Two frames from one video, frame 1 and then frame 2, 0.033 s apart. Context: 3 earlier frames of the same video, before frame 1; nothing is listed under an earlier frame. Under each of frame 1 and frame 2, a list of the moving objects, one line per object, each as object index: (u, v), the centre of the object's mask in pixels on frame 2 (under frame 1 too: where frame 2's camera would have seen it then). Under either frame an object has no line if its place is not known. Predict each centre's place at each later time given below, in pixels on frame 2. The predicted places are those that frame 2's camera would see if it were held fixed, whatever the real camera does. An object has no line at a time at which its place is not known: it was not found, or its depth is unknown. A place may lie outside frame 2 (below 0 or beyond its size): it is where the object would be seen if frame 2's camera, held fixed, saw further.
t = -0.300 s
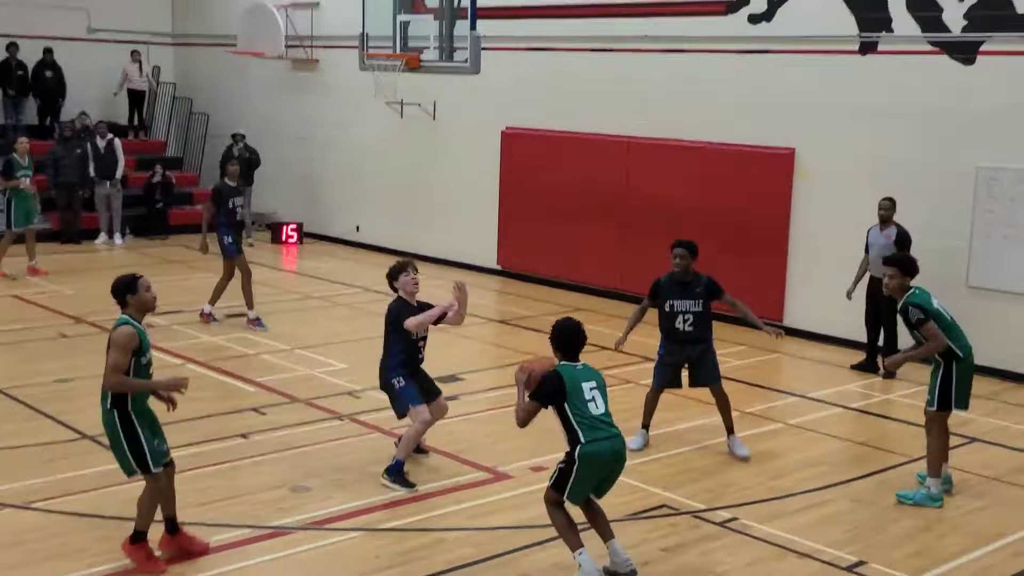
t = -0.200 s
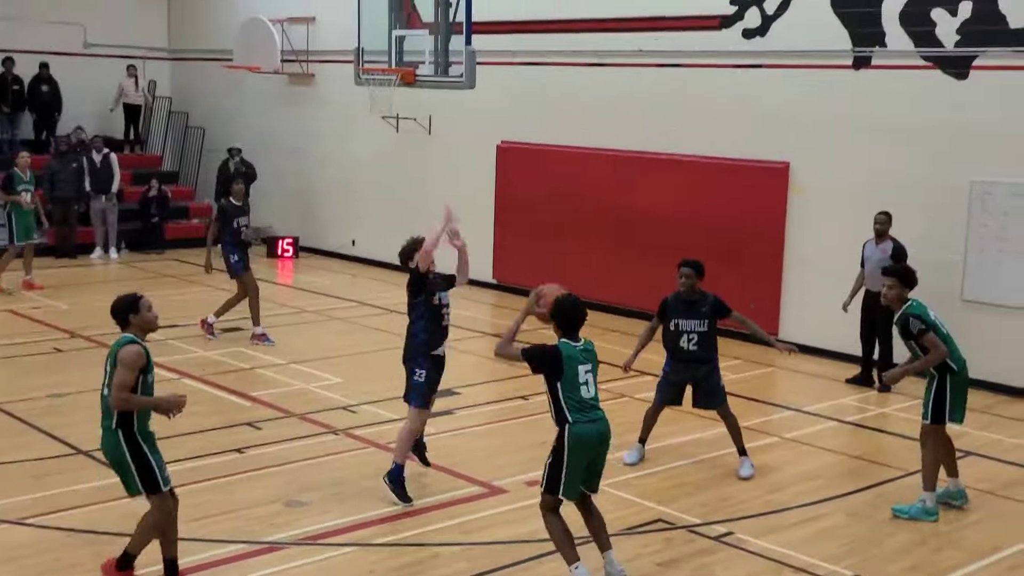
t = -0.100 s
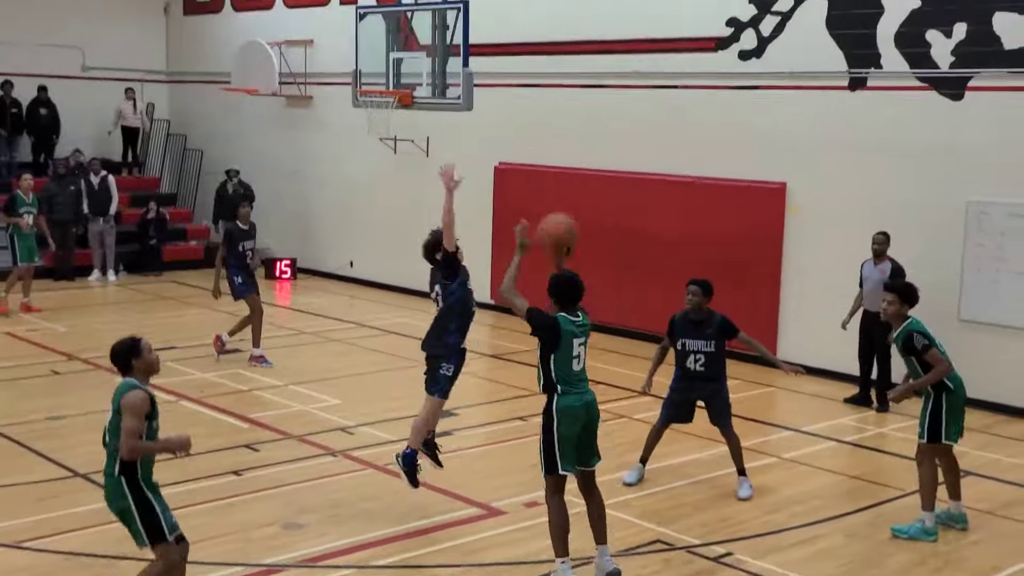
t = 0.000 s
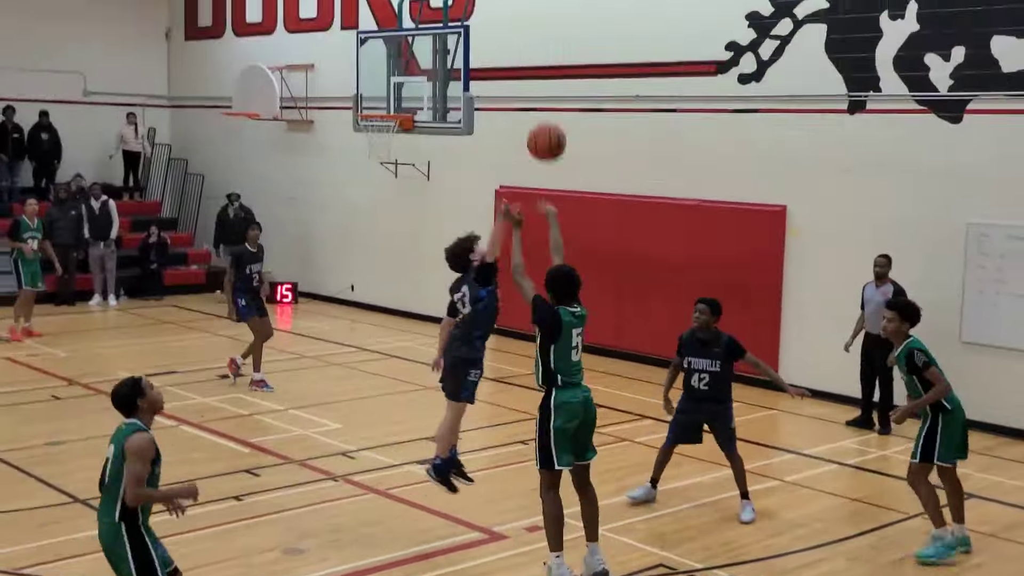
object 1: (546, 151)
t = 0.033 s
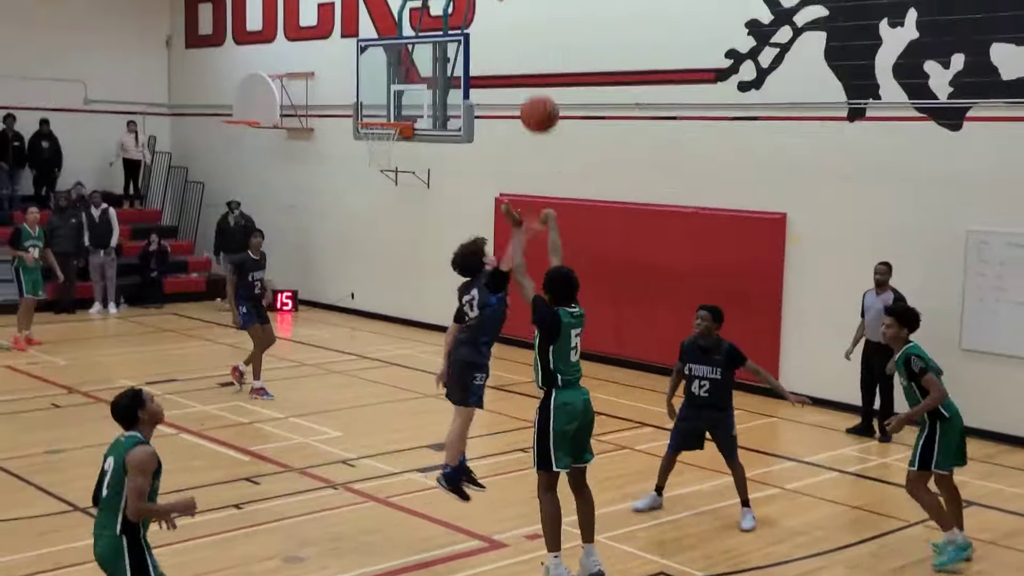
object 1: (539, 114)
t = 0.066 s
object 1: (533, 81)
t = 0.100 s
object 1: (526, 51)
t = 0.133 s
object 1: (520, 25)
